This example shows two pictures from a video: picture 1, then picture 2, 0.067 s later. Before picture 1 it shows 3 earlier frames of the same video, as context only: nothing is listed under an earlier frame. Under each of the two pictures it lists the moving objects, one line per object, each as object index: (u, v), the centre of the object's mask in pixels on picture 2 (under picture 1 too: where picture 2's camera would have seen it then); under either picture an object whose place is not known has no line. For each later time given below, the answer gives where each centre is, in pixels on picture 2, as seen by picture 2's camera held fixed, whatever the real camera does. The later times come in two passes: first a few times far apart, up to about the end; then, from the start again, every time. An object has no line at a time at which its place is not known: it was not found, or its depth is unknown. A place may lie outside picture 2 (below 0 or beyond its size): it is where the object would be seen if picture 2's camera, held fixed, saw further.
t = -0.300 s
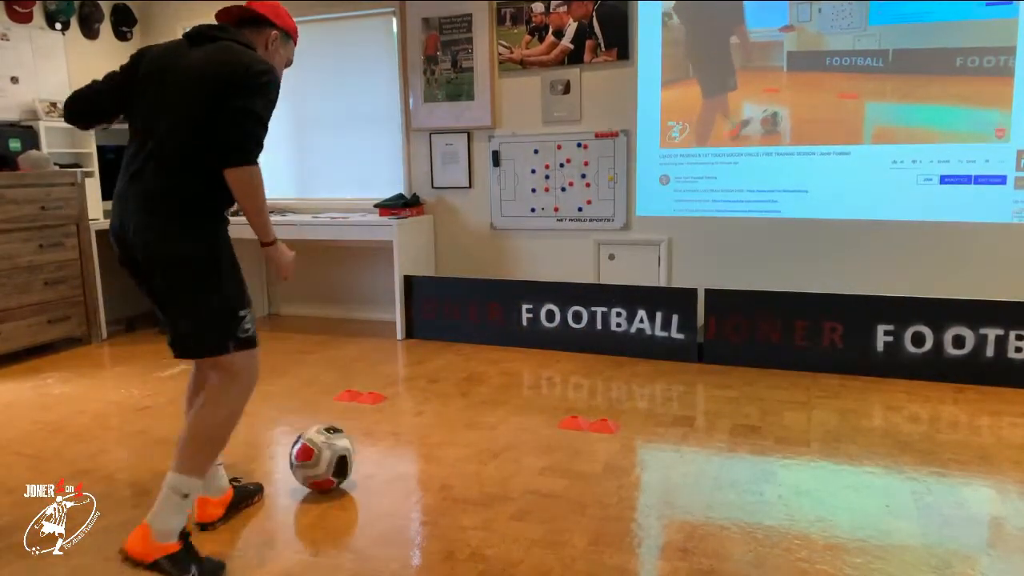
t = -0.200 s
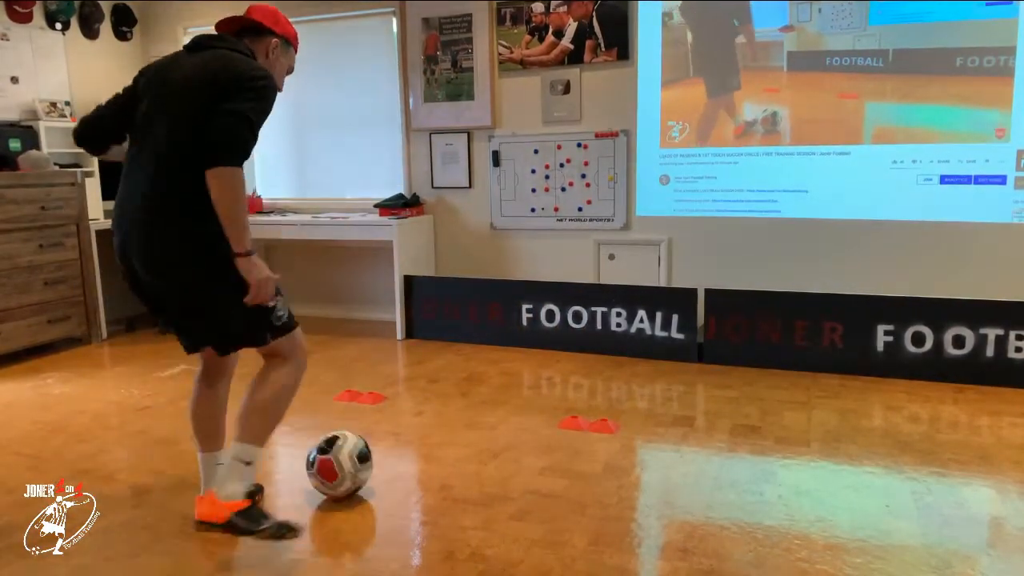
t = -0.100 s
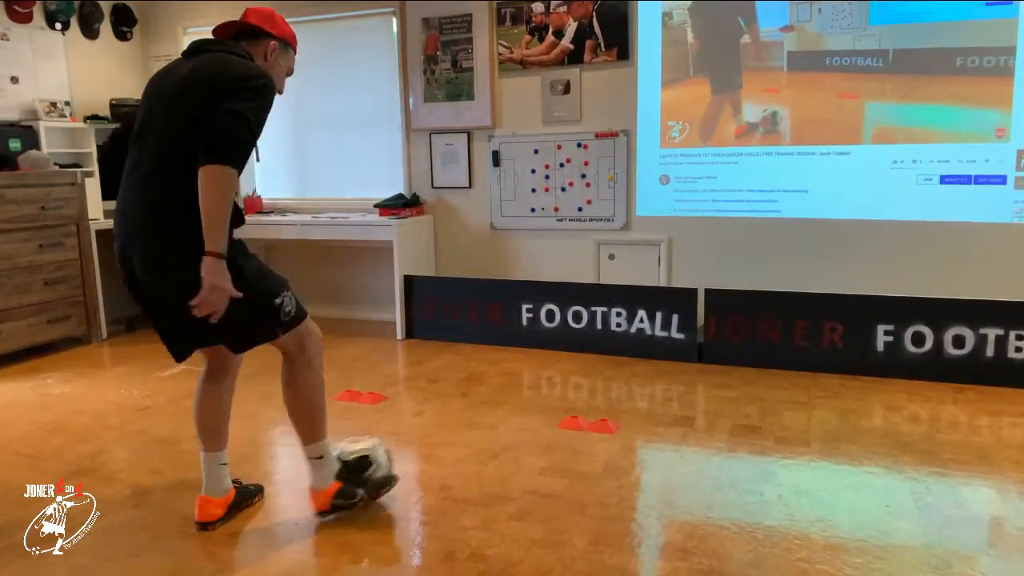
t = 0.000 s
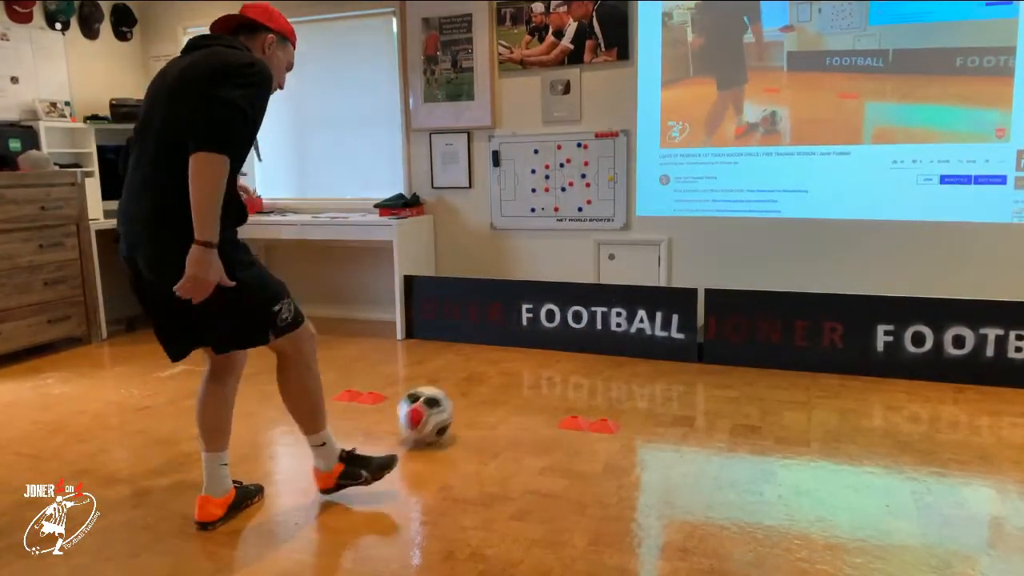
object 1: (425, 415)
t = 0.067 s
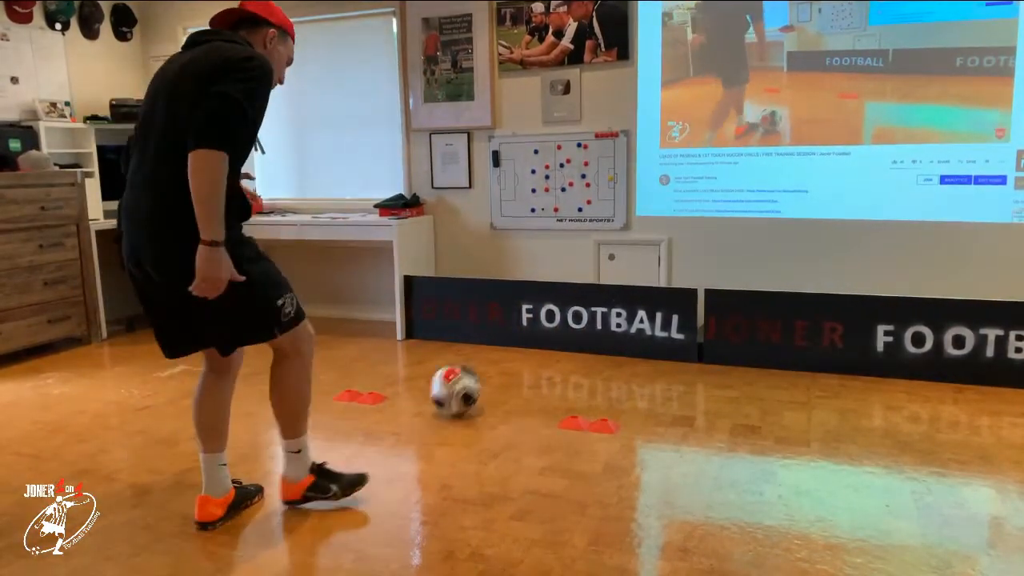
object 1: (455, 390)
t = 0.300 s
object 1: (517, 340)
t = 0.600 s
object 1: (477, 355)
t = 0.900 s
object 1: (439, 377)
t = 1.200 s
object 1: (400, 403)
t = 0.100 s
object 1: (466, 381)
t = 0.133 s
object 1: (477, 371)
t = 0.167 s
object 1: (487, 364)
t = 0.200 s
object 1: (495, 357)
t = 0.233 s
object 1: (504, 350)
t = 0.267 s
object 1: (510, 344)
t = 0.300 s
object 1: (517, 340)
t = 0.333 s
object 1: (523, 334)
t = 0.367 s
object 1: (520, 332)
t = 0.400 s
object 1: (514, 332)
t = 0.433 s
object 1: (508, 332)
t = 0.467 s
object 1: (501, 338)
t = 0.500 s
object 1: (494, 343)
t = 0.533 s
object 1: (488, 352)
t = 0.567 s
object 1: (482, 355)
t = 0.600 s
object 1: (477, 355)
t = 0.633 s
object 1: (473, 355)
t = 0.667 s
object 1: (468, 360)
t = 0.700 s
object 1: (463, 365)
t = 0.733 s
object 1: (459, 368)
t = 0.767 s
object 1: (455, 369)
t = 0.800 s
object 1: (451, 369)
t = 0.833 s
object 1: (447, 374)
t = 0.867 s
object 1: (444, 377)
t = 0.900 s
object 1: (439, 377)
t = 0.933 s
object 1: (435, 380)
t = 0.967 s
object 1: (431, 385)
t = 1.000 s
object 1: (427, 385)
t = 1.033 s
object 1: (422, 388)
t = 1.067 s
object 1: (418, 391)
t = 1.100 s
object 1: (413, 394)
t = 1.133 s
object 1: (409, 398)
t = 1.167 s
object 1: (405, 400)
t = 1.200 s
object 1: (400, 403)
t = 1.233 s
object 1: (395, 405)
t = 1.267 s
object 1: (391, 408)
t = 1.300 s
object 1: (387, 411)
